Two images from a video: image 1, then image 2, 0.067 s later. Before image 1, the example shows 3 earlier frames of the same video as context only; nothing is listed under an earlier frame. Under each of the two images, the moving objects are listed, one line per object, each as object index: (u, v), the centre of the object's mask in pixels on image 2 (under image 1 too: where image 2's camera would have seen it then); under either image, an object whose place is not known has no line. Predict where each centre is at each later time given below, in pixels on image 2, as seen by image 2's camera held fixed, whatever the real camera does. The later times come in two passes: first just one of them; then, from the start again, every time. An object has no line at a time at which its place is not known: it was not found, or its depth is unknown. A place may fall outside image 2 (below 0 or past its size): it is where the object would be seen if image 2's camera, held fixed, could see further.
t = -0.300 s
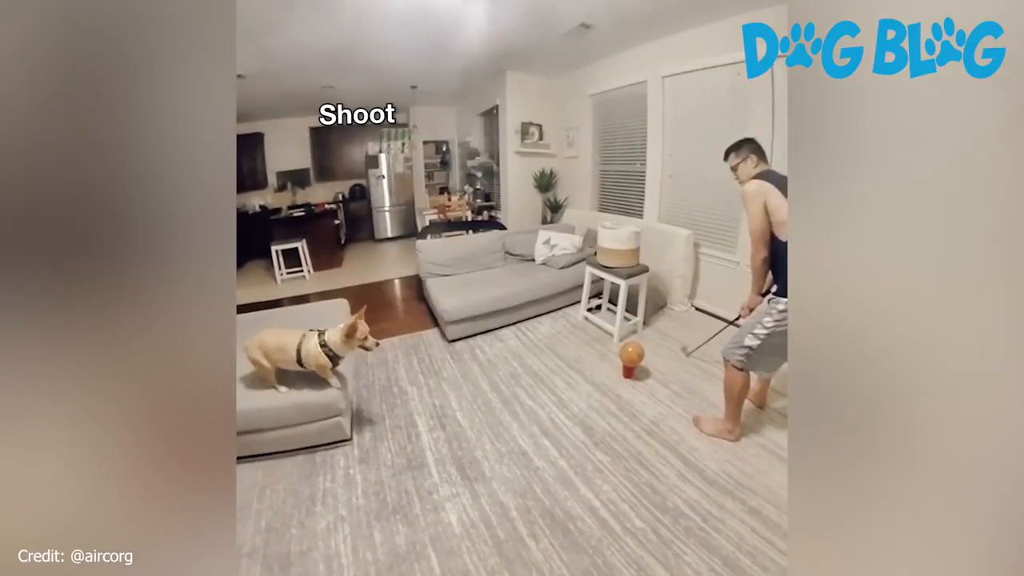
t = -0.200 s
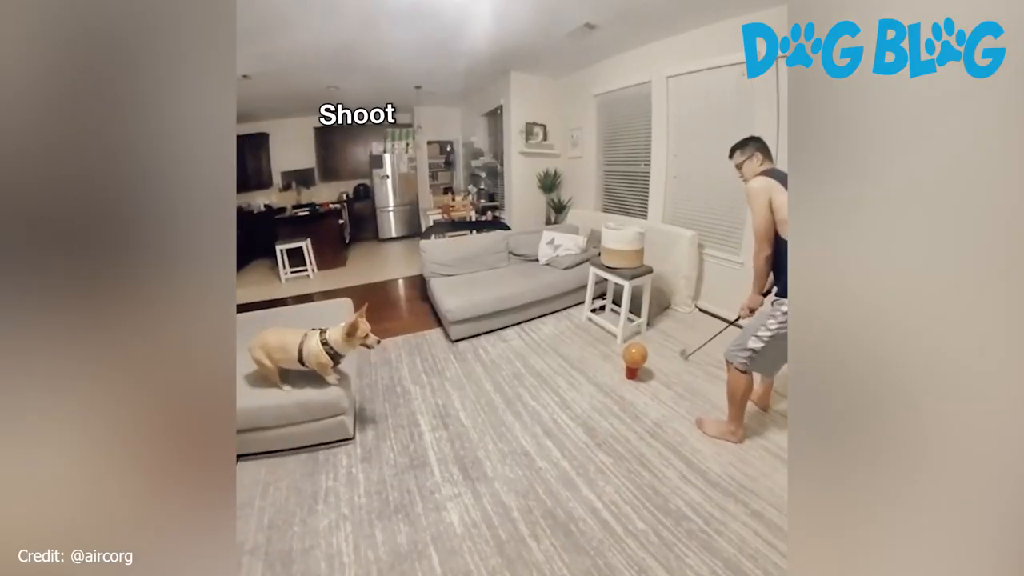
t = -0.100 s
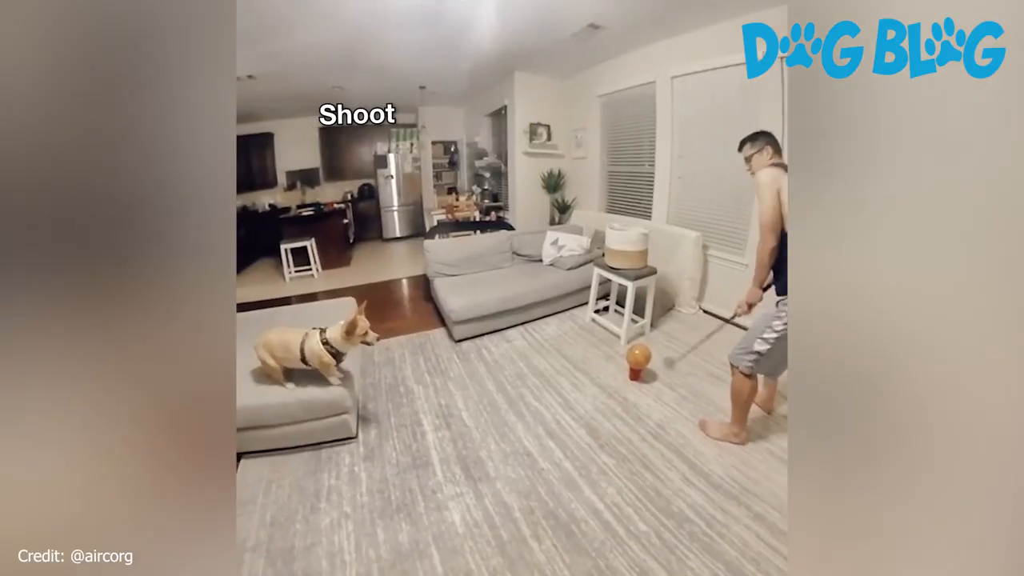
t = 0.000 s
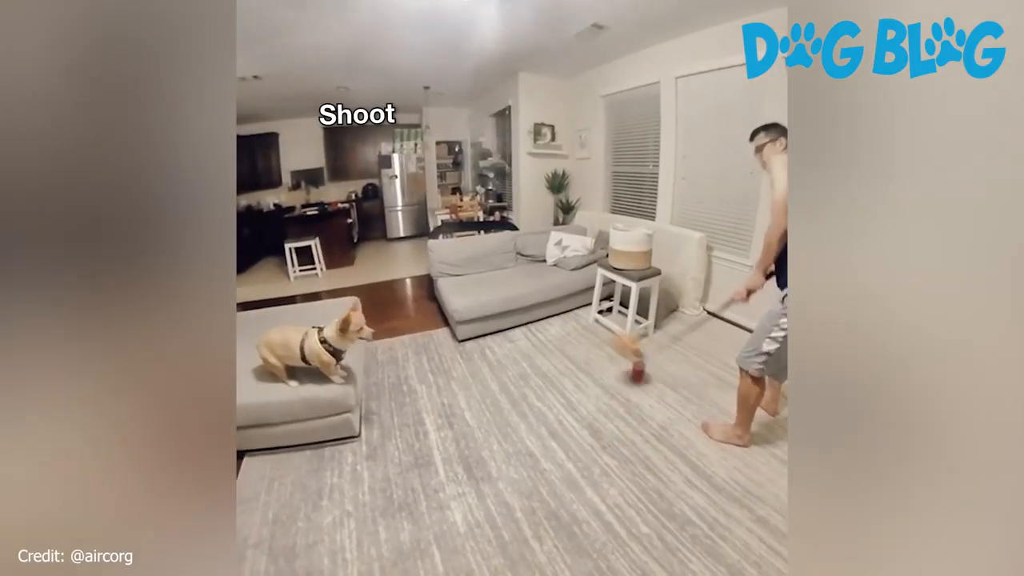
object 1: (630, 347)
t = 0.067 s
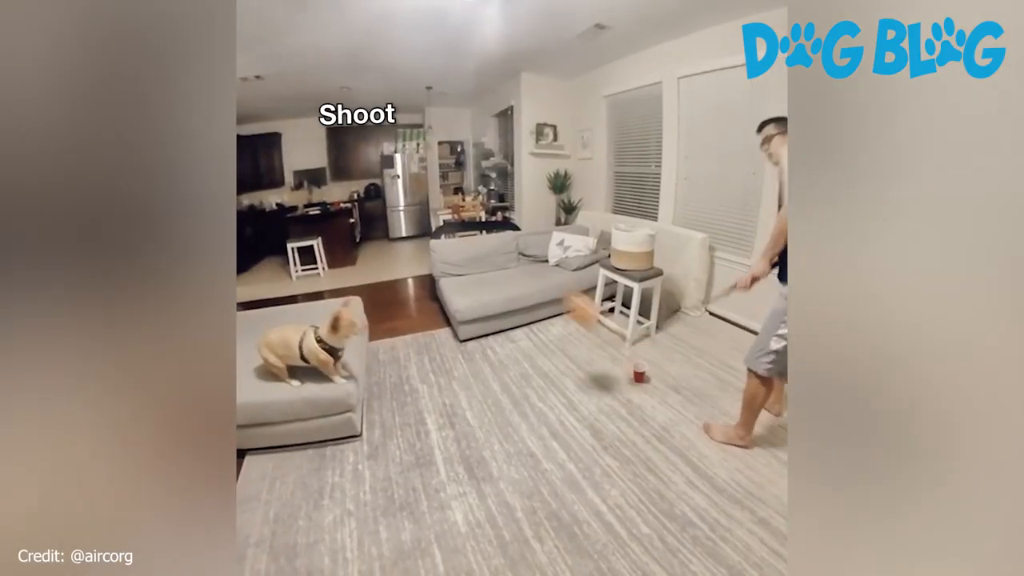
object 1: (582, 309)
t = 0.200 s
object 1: (477, 255)
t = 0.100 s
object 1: (561, 294)
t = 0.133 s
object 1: (531, 280)
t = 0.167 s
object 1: (505, 267)
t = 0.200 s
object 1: (477, 255)
